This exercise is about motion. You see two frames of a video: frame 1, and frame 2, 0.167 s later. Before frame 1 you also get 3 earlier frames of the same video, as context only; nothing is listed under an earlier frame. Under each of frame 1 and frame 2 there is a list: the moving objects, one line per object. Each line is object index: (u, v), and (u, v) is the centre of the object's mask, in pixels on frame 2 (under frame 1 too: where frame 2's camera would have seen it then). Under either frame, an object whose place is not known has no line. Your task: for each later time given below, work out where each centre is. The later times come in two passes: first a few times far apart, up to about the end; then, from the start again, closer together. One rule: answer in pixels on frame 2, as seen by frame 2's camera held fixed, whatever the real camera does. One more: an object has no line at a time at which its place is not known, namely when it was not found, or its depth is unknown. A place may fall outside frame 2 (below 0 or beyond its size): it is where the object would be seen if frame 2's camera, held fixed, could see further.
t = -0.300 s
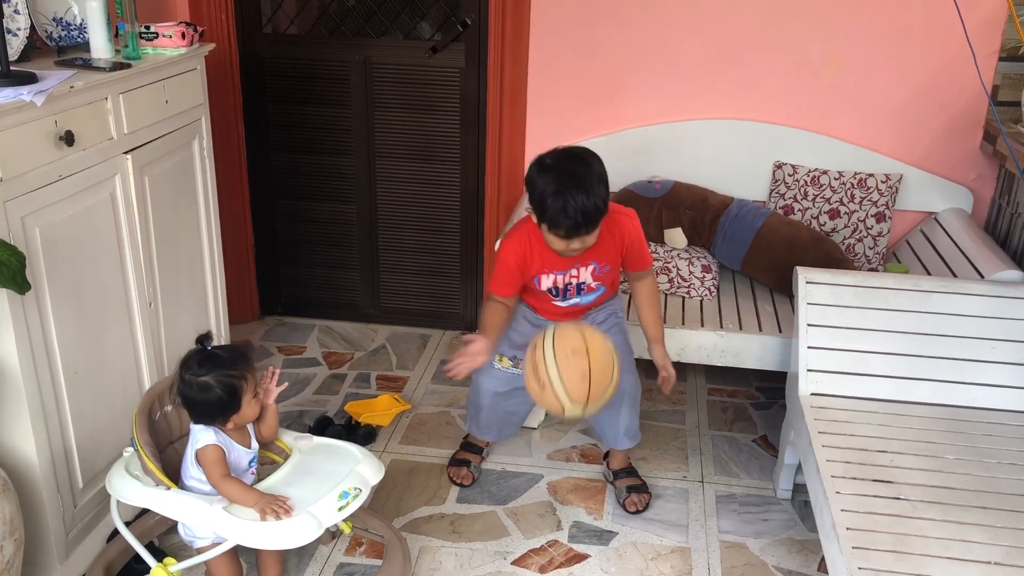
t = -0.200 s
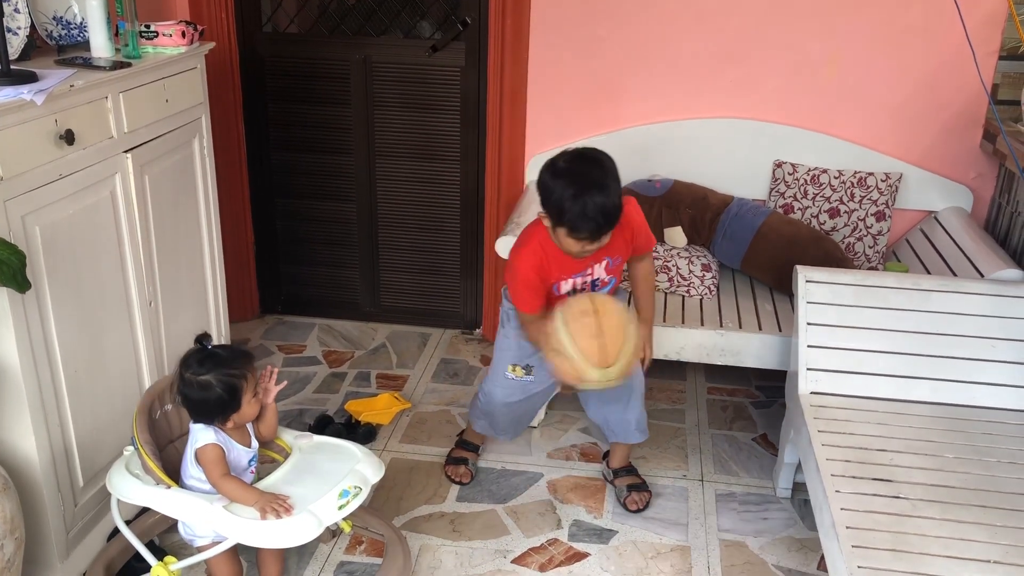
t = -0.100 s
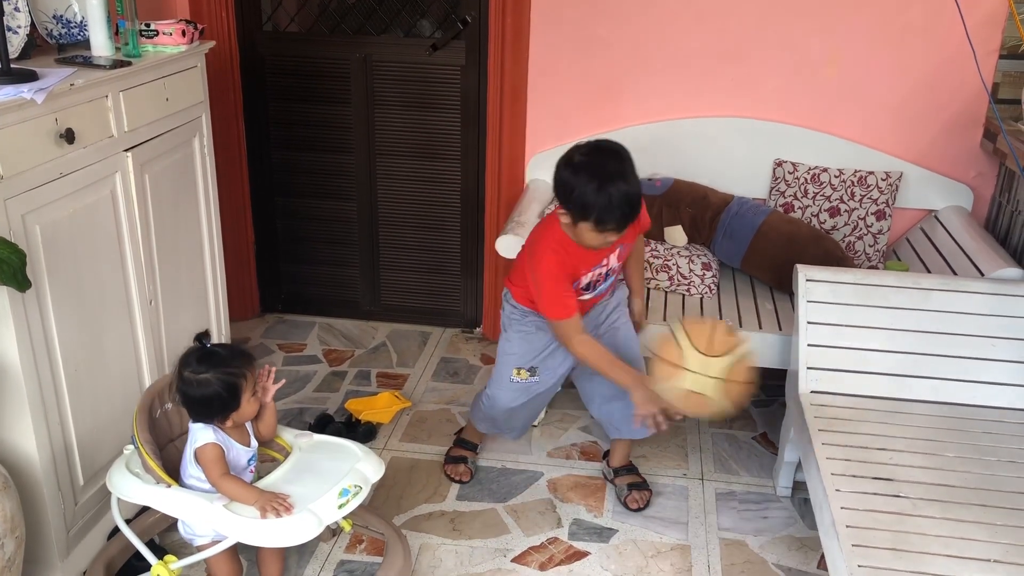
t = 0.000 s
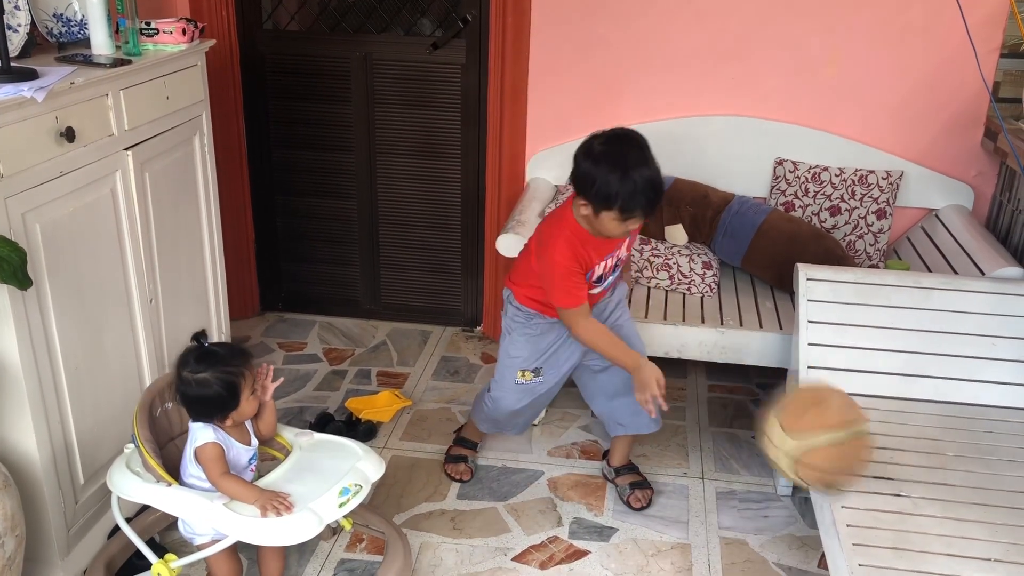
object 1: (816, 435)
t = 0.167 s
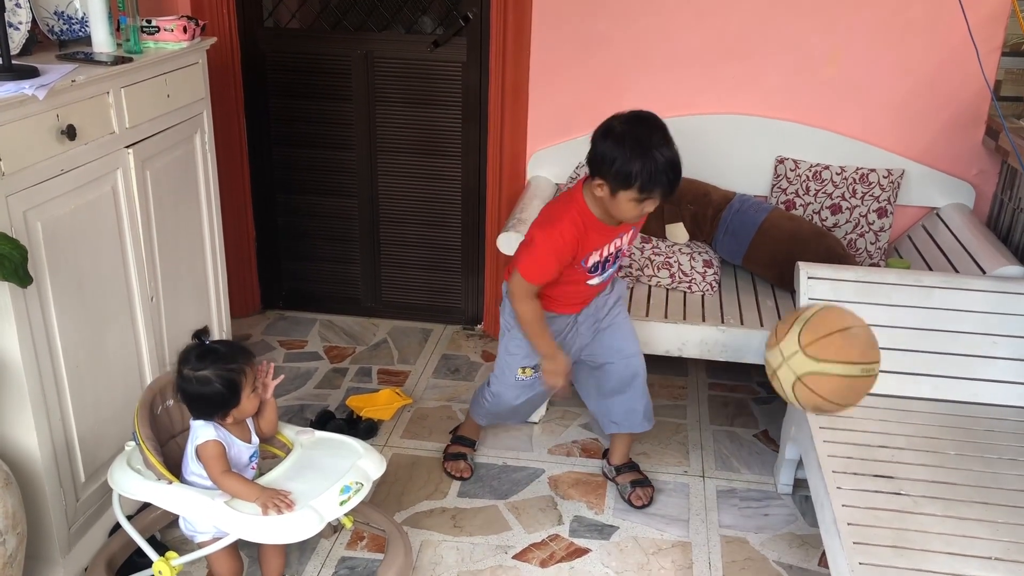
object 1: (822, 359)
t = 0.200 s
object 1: (820, 353)
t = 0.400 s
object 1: (788, 424)
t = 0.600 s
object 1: (746, 562)
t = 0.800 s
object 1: (759, 496)
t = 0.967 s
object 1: (751, 536)
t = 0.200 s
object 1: (820, 353)
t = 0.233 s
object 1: (817, 353)
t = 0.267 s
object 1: (813, 358)
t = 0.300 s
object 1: (807, 367)
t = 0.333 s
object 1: (802, 381)
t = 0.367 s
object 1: (795, 401)
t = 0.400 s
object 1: (788, 424)
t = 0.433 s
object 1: (781, 452)
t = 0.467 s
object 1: (773, 485)
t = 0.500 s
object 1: (765, 520)
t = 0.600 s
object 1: (746, 562)
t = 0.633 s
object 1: (750, 551)
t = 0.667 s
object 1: (754, 539)
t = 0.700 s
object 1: (756, 527)
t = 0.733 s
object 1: (758, 511)
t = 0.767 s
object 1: (759, 501)
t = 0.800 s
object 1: (759, 496)
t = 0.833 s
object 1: (759, 495)
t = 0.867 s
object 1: (758, 499)
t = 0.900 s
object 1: (757, 507)
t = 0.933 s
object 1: (754, 520)
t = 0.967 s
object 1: (751, 536)
